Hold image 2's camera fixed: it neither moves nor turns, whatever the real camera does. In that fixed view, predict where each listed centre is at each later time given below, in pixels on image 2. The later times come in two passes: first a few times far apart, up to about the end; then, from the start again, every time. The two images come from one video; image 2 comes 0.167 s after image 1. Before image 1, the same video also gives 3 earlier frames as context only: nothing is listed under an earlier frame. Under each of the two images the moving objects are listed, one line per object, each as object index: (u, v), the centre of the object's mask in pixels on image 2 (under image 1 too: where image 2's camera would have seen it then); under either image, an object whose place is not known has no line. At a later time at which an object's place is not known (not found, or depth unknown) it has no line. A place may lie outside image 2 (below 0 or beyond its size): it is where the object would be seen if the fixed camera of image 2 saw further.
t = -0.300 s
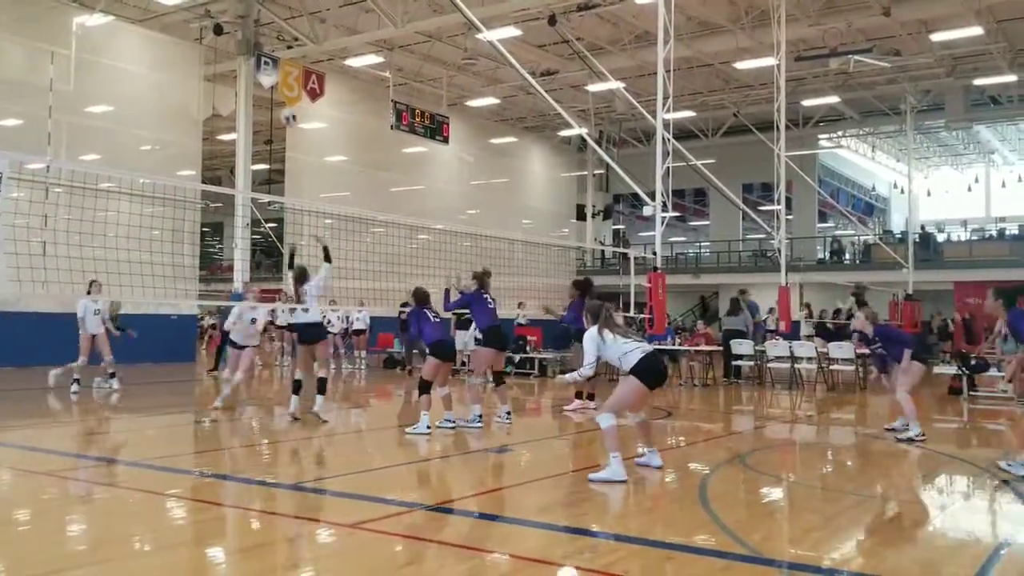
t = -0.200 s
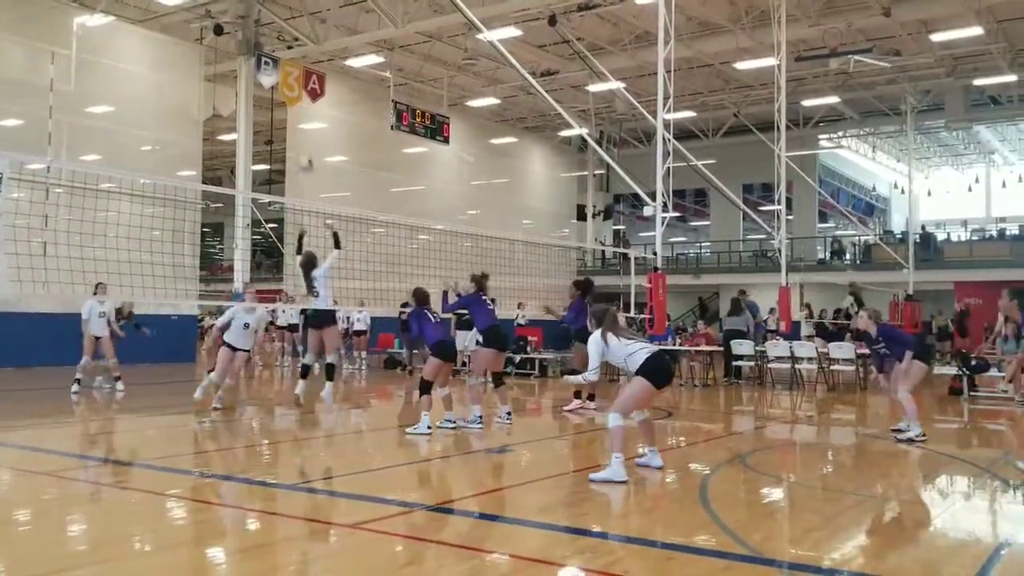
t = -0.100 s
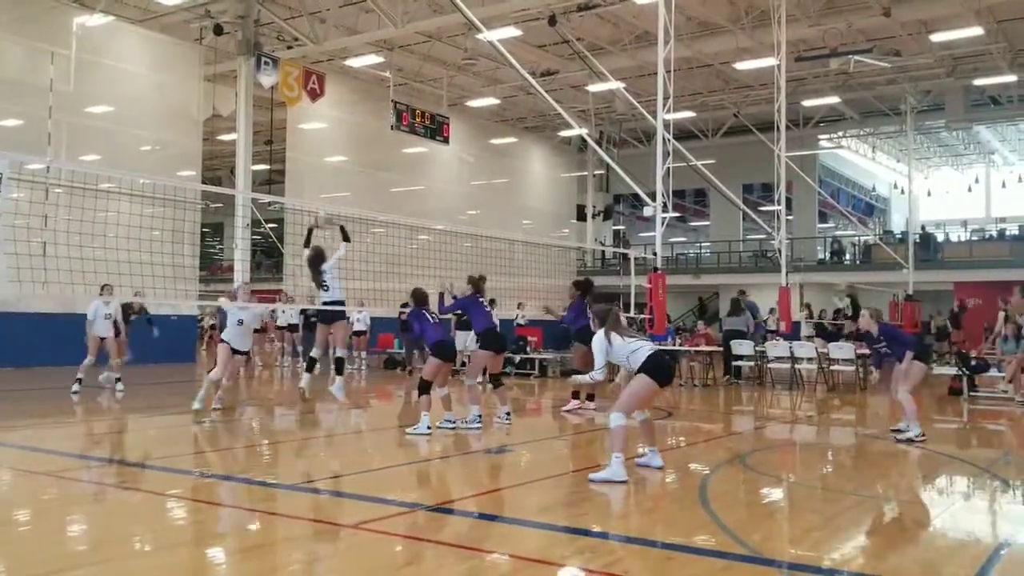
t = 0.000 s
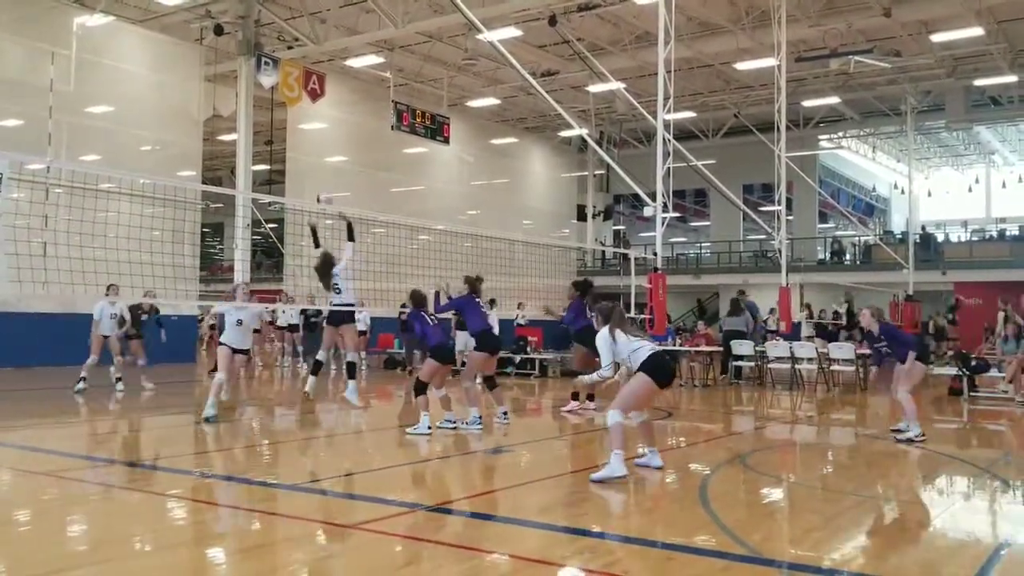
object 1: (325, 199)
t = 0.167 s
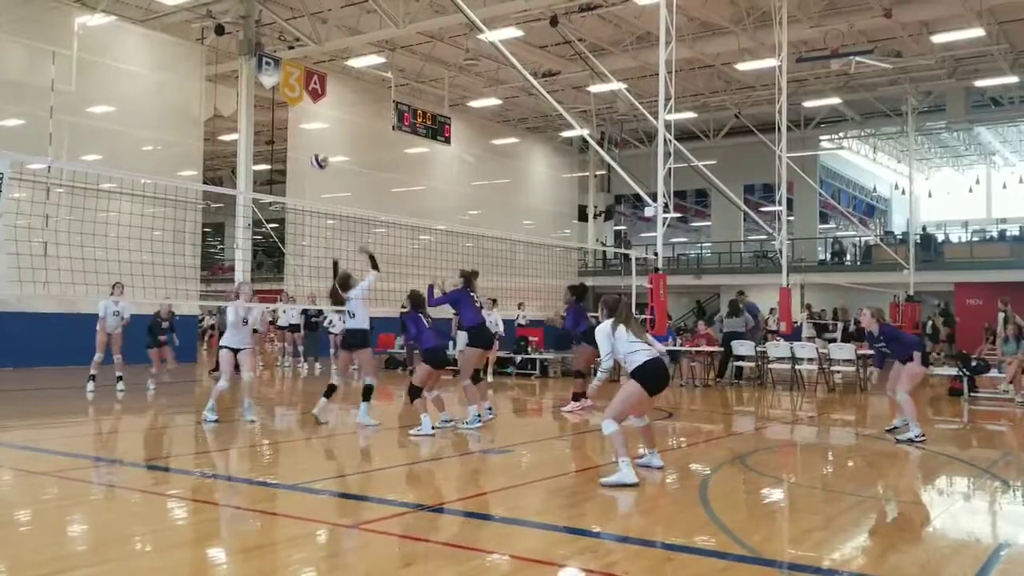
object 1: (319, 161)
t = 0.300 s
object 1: (315, 145)
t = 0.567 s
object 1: (305, 159)
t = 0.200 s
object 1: (317, 156)
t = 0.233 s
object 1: (317, 151)
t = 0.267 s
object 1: (316, 148)
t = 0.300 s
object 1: (315, 145)
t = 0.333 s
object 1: (313, 144)
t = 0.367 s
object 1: (313, 143)
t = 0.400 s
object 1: (312, 143)
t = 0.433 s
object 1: (310, 144)
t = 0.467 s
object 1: (309, 146)
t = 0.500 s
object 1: (308, 150)
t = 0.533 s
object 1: (307, 154)
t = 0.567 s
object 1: (305, 159)
